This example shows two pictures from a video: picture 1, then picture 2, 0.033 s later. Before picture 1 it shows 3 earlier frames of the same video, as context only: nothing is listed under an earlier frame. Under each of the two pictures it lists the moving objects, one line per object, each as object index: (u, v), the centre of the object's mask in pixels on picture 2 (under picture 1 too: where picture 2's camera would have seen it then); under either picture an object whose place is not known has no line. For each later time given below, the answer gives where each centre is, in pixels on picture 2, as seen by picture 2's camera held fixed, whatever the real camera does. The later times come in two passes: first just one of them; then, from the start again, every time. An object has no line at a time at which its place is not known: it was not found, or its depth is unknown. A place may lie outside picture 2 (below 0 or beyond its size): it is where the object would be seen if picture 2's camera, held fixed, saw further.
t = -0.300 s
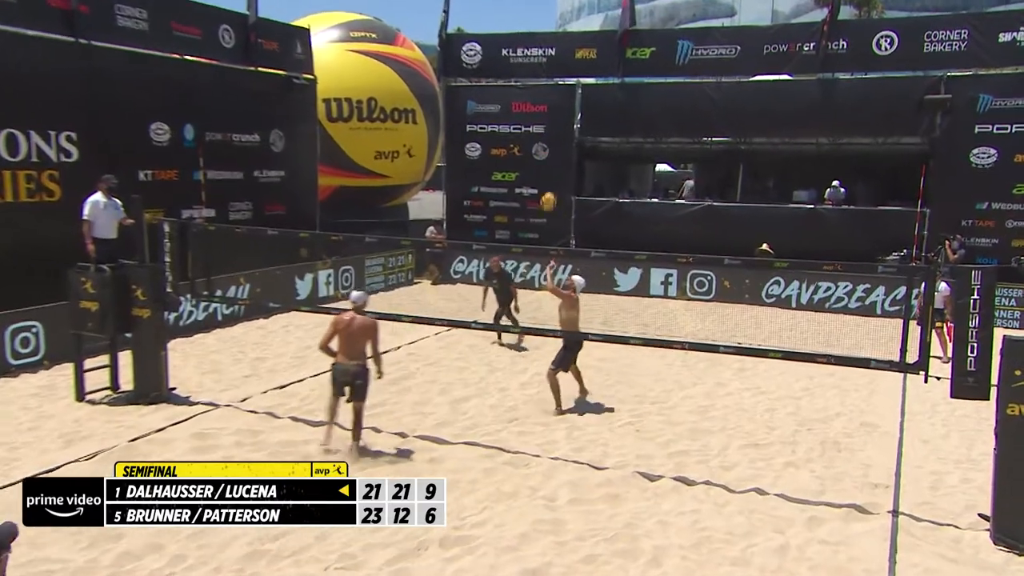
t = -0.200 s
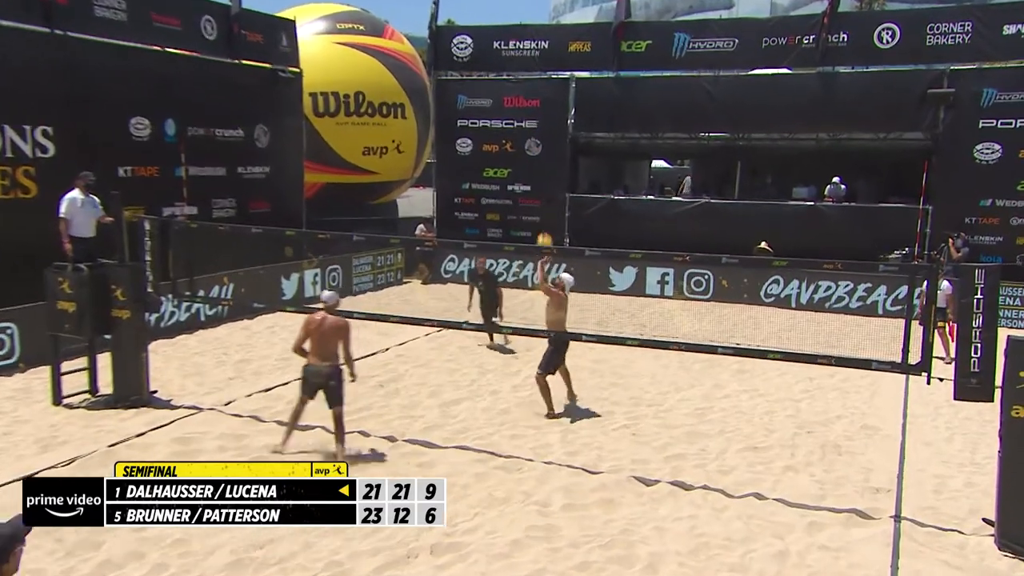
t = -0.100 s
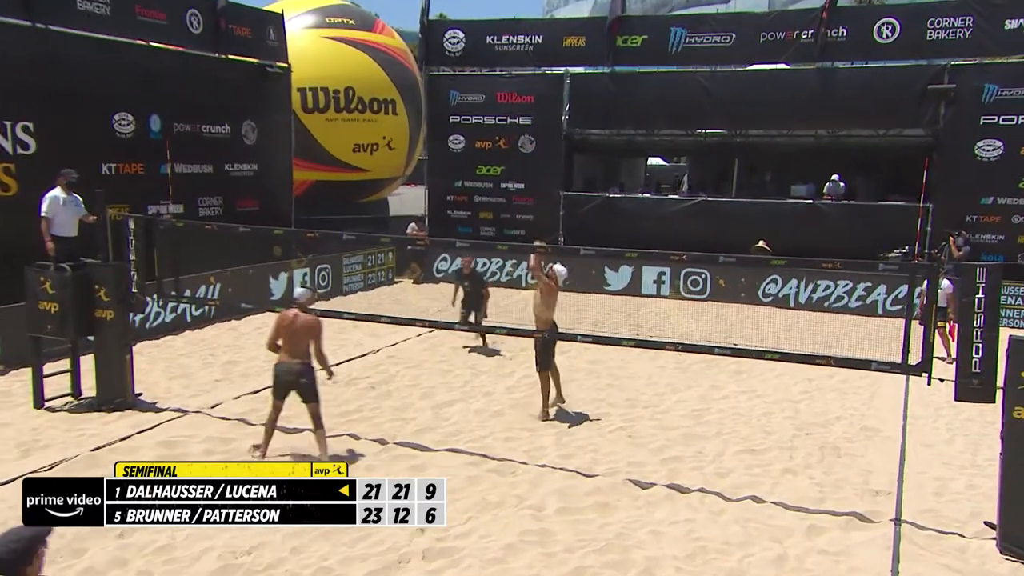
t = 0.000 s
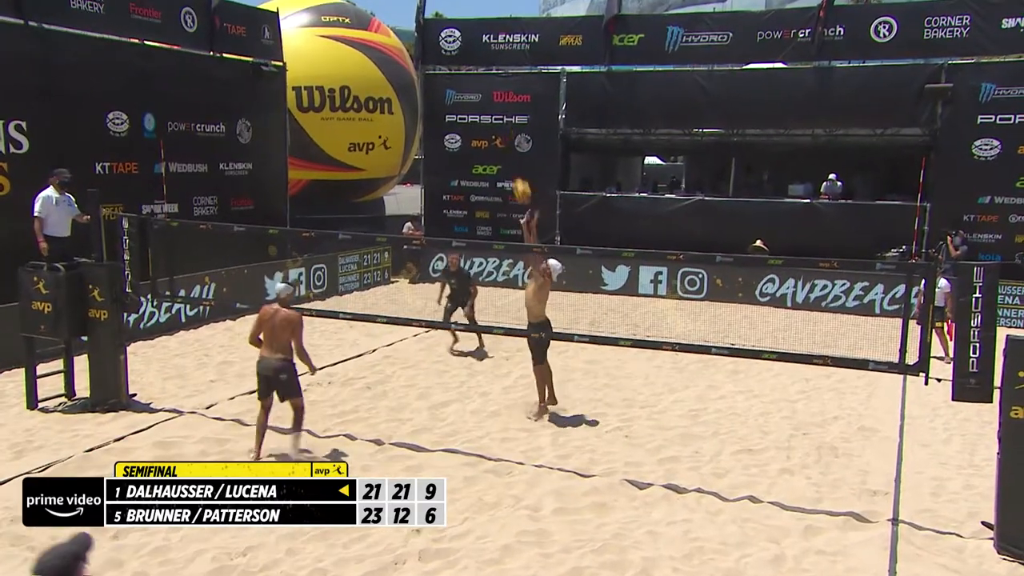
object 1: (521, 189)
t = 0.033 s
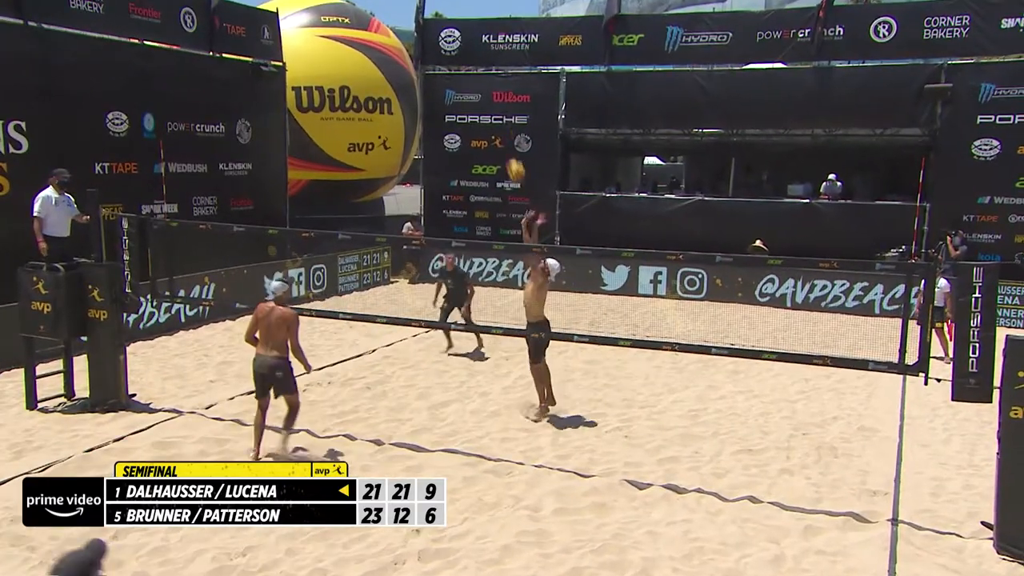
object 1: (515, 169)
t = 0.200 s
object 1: (485, 82)
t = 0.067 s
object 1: (509, 151)
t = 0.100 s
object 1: (504, 130)
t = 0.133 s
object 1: (497, 113)
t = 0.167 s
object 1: (491, 97)
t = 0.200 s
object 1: (485, 82)
